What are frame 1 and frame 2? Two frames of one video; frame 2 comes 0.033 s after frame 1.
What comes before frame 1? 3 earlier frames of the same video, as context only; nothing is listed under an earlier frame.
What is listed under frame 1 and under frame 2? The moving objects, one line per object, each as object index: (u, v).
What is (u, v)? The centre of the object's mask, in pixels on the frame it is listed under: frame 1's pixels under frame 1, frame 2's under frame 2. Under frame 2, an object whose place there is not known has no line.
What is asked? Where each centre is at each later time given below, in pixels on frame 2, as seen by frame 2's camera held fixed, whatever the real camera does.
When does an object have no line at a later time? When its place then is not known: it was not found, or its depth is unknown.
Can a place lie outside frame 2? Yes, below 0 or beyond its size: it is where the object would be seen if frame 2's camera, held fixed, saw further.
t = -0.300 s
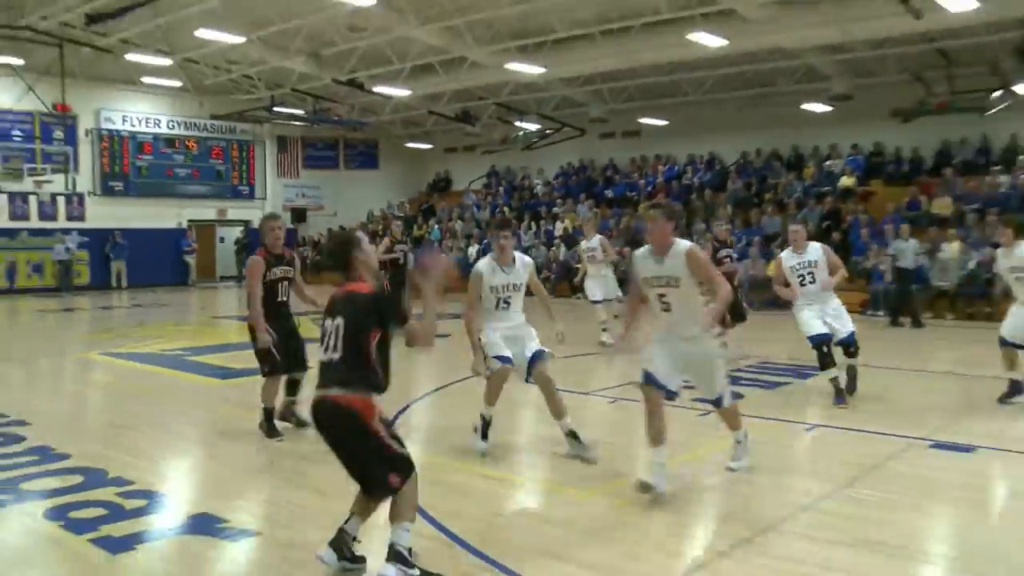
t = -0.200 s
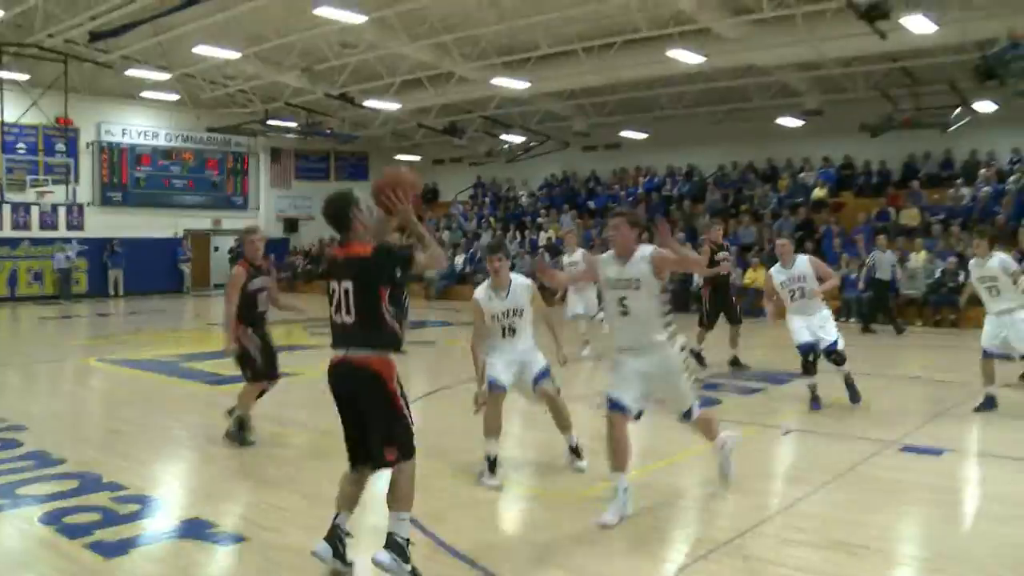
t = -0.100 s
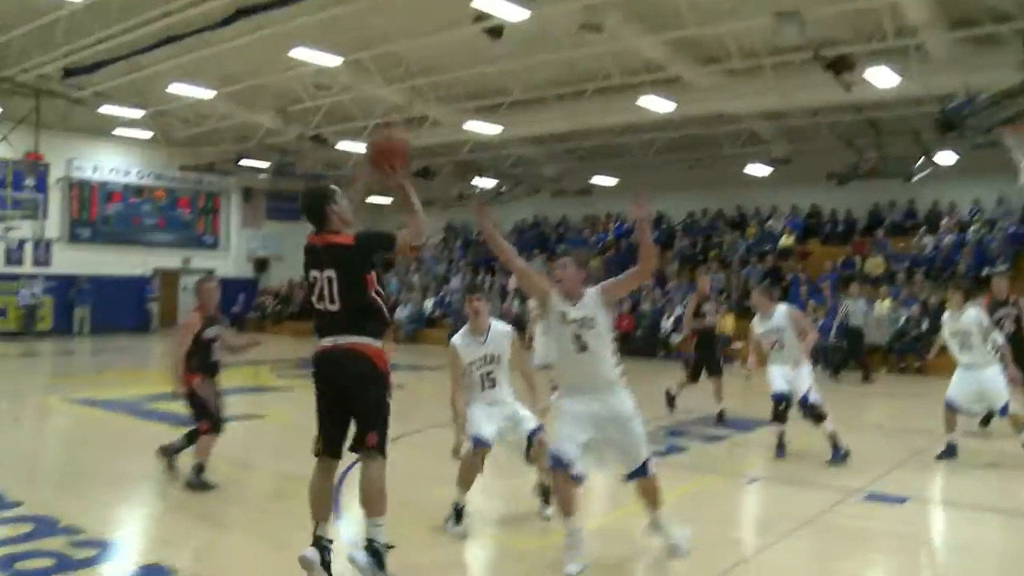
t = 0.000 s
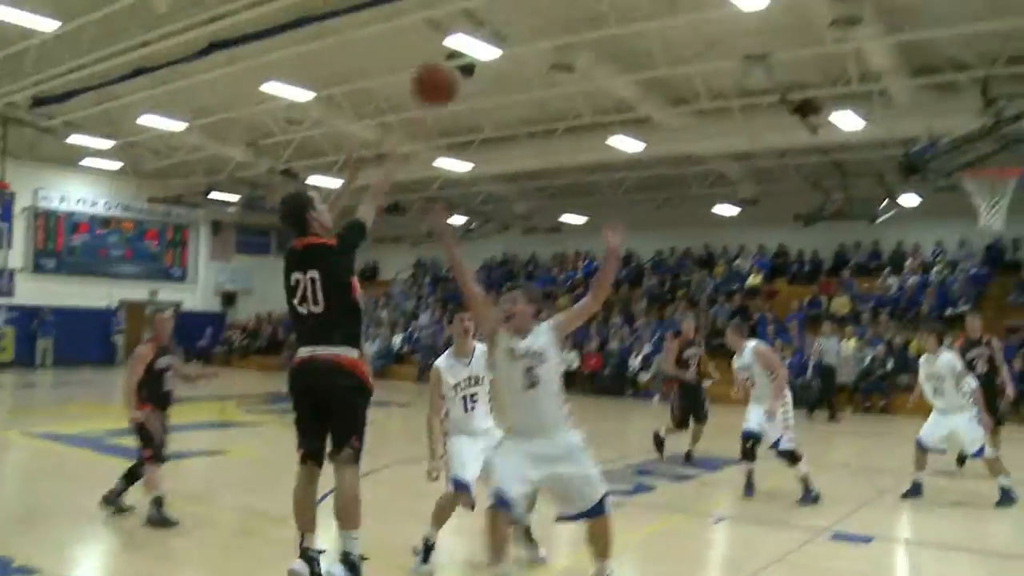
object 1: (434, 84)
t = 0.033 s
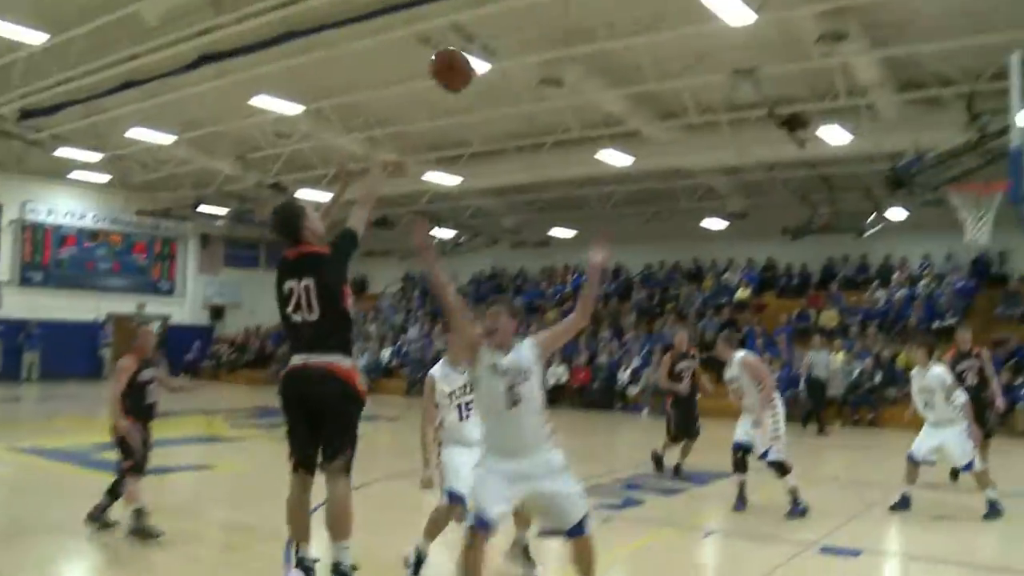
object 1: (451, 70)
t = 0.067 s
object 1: (479, 43)
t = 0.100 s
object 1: (505, 19)
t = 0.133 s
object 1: (529, -3)
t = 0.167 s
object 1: (553, -22)
